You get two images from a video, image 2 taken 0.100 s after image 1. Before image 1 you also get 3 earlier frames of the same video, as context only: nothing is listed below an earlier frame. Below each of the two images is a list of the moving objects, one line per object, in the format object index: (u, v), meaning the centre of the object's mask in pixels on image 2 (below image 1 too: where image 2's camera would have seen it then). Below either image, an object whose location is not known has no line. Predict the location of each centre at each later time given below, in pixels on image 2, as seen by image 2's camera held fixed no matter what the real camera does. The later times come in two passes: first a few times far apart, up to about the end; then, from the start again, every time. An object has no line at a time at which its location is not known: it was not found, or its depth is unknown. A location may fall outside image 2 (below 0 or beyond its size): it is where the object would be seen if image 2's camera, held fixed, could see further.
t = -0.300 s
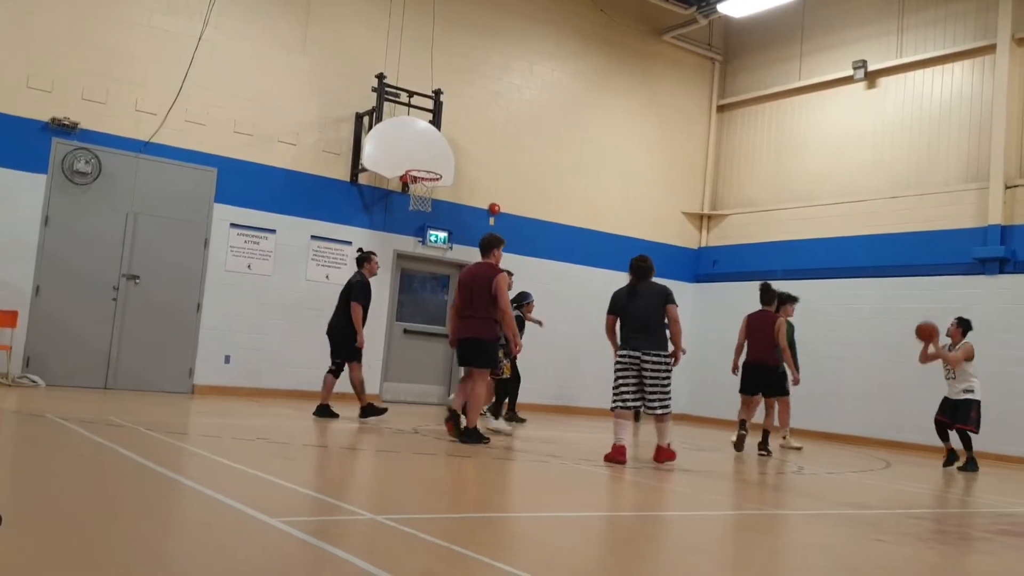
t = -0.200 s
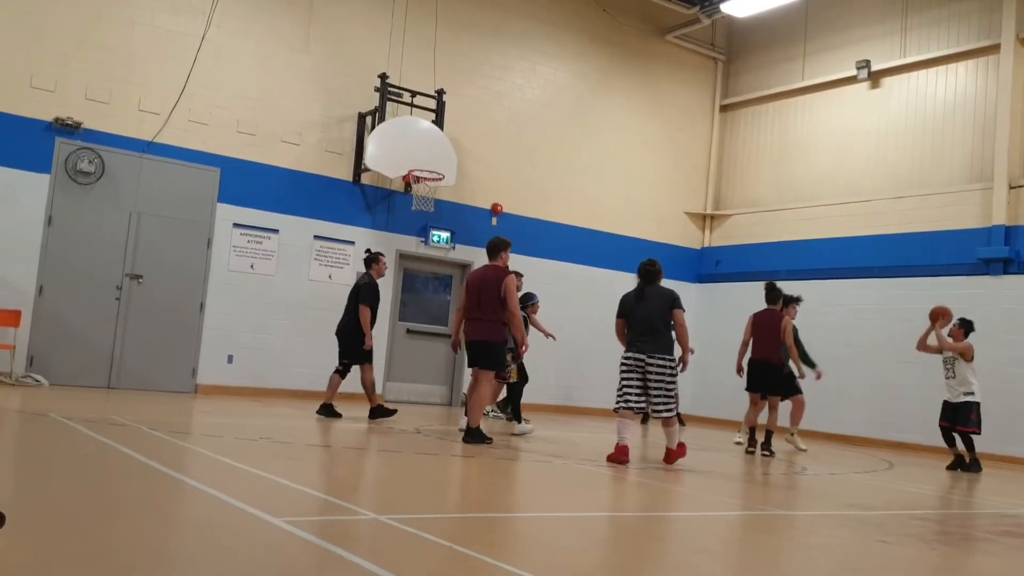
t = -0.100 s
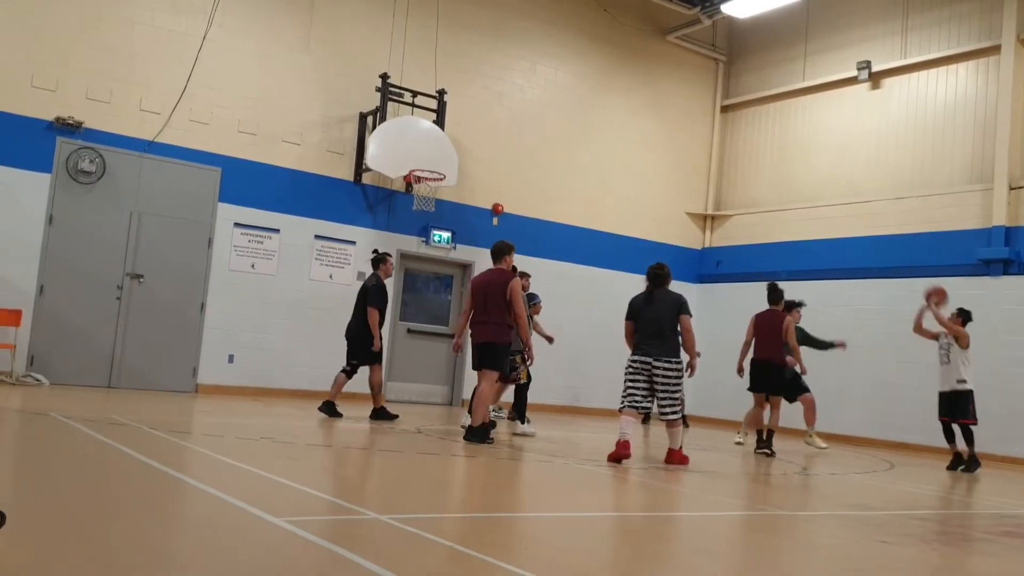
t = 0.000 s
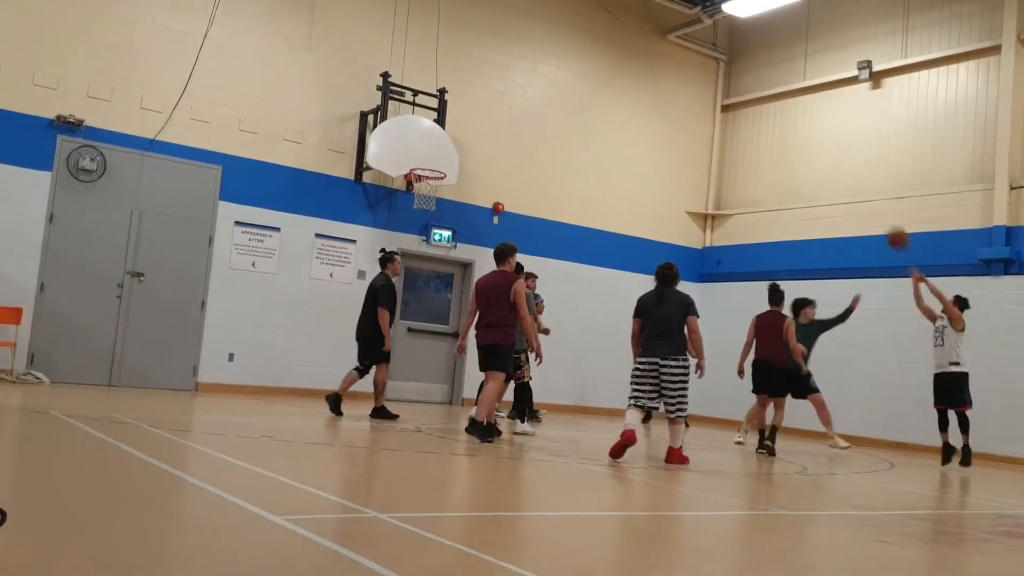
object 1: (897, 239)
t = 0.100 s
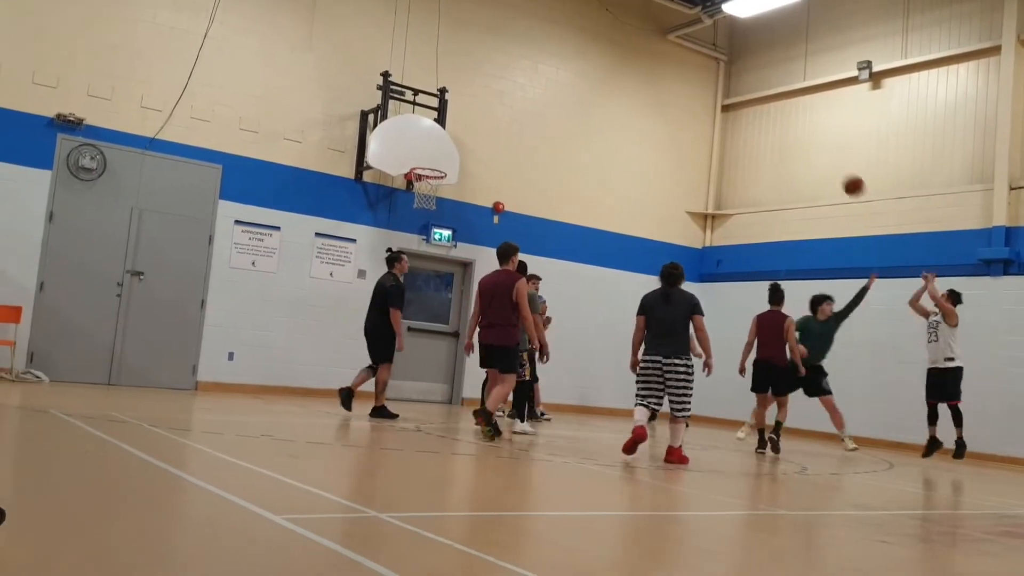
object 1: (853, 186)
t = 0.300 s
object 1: (769, 111)
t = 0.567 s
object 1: (663, 68)
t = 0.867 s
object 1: (549, 86)
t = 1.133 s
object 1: (451, 156)
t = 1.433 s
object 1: (413, 156)
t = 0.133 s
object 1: (839, 170)
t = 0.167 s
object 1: (825, 156)
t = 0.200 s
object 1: (810, 143)
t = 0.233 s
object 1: (796, 131)
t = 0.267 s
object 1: (783, 121)
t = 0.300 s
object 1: (769, 111)
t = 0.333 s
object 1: (755, 102)
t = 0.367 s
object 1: (742, 95)
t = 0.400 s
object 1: (729, 88)
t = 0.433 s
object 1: (715, 82)
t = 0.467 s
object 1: (702, 77)
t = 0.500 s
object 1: (689, 73)
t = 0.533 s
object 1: (676, 70)
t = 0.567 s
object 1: (663, 68)
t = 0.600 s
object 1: (650, 66)
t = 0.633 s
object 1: (637, 66)
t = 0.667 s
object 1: (624, 66)
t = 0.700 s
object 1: (612, 67)
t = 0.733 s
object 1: (599, 70)
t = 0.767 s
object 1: (586, 73)
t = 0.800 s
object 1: (574, 76)
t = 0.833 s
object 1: (561, 81)
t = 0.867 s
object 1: (549, 86)
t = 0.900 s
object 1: (536, 92)
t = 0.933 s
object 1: (524, 99)
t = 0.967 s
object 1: (512, 107)
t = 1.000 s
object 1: (500, 115)
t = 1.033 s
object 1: (487, 124)
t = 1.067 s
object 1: (475, 134)
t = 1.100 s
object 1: (463, 145)
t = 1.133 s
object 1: (451, 156)
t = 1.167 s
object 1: (440, 165)
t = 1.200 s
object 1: (433, 163)
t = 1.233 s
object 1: (425, 162)
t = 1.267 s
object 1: (418, 162)
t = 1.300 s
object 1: (410, 163)
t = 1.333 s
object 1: (409, 161)
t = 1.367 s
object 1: (410, 158)
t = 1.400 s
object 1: (411, 156)
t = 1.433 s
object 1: (413, 156)
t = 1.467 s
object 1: (414, 156)
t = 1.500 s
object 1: (414, 156)
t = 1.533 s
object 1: (415, 158)
